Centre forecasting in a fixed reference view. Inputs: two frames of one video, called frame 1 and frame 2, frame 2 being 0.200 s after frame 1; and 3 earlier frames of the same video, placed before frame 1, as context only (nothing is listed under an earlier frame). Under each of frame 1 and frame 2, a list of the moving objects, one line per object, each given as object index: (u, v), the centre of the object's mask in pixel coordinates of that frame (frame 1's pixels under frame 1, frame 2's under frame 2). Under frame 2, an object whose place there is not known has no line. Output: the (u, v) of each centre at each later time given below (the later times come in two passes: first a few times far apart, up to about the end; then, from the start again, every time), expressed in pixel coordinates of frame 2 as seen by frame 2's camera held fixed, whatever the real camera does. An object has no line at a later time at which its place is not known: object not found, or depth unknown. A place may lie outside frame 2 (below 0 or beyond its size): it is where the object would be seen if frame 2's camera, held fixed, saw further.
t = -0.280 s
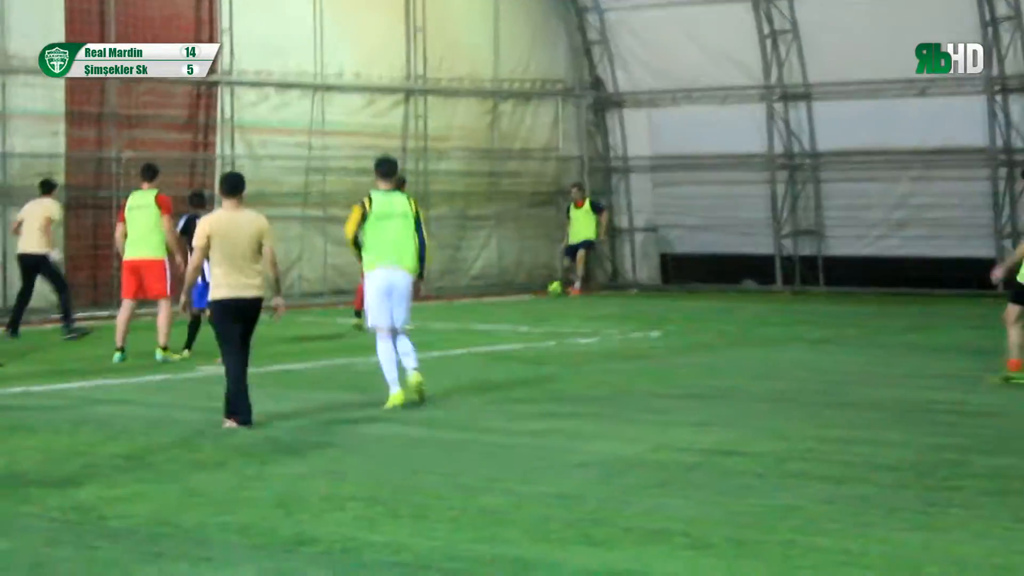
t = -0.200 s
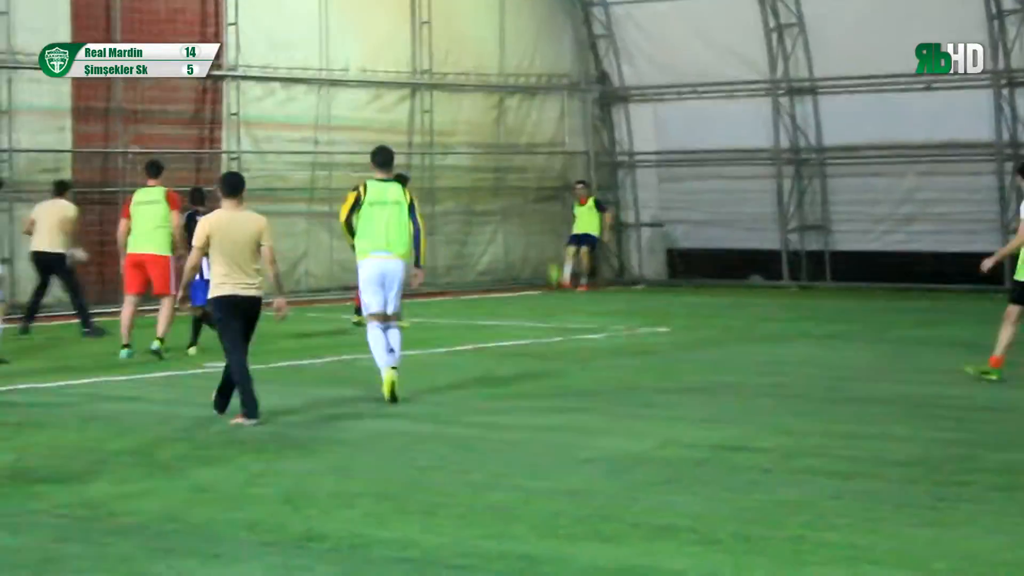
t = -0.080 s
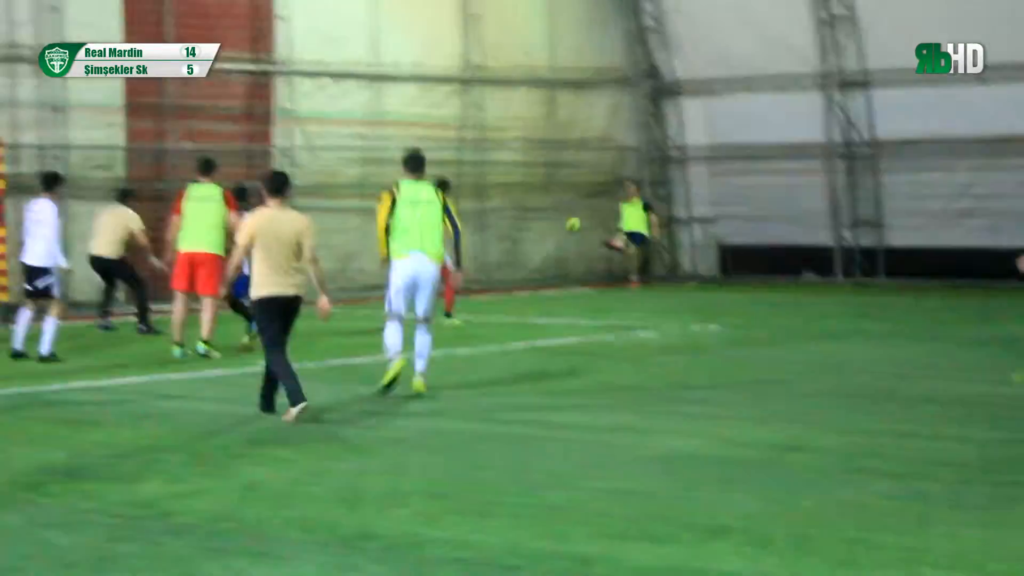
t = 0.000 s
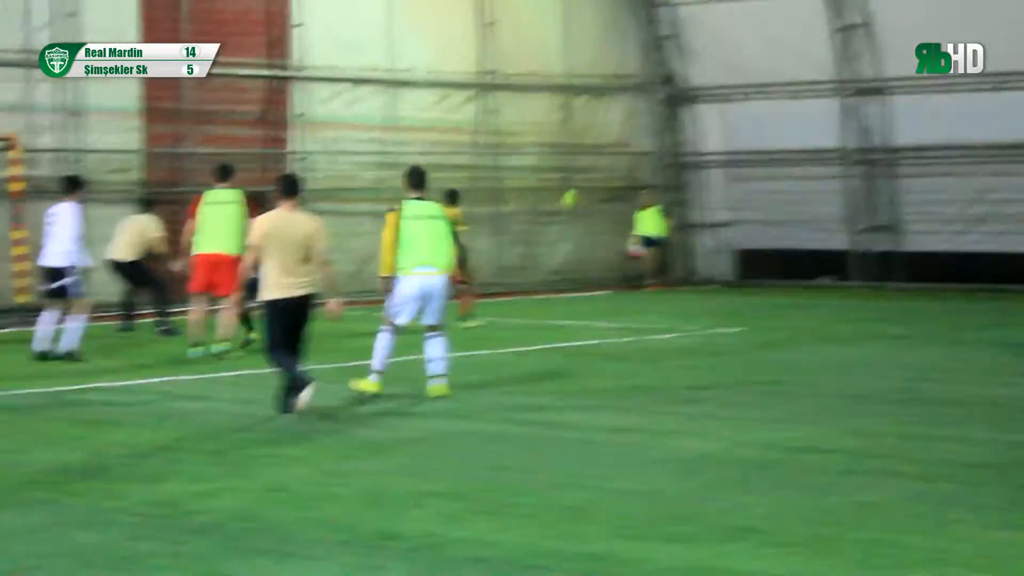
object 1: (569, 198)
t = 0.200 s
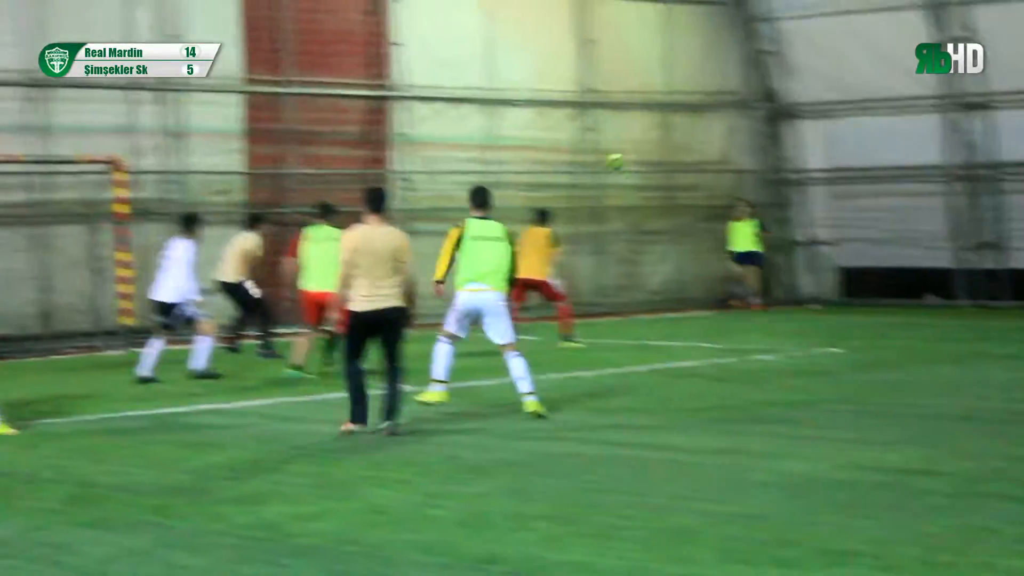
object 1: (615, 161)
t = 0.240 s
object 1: (604, 152)
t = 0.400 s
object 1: (558, 125)
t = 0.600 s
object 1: (497, 114)
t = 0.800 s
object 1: (432, 133)
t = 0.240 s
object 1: (604, 152)
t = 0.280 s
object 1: (593, 146)
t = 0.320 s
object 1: (583, 137)
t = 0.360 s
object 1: (571, 130)
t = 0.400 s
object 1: (558, 125)
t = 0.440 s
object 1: (546, 122)
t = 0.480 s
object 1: (534, 118)
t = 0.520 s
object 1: (522, 115)
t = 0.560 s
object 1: (508, 114)
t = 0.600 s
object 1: (497, 114)
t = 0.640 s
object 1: (487, 117)
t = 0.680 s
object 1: (472, 118)
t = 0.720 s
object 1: (457, 123)
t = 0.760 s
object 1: (444, 127)
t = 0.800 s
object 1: (432, 133)
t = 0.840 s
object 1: (418, 143)
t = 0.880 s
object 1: (404, 152)
